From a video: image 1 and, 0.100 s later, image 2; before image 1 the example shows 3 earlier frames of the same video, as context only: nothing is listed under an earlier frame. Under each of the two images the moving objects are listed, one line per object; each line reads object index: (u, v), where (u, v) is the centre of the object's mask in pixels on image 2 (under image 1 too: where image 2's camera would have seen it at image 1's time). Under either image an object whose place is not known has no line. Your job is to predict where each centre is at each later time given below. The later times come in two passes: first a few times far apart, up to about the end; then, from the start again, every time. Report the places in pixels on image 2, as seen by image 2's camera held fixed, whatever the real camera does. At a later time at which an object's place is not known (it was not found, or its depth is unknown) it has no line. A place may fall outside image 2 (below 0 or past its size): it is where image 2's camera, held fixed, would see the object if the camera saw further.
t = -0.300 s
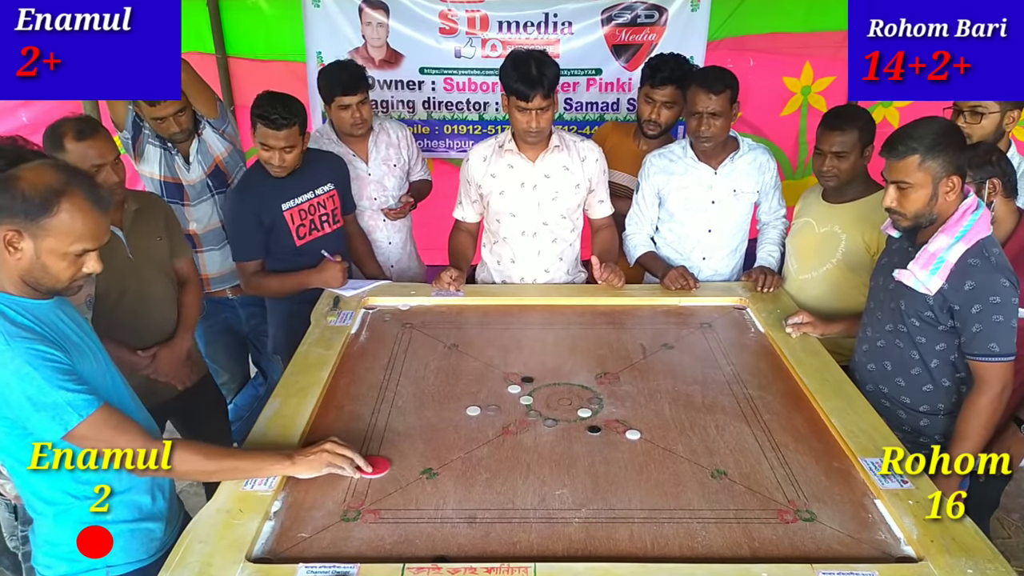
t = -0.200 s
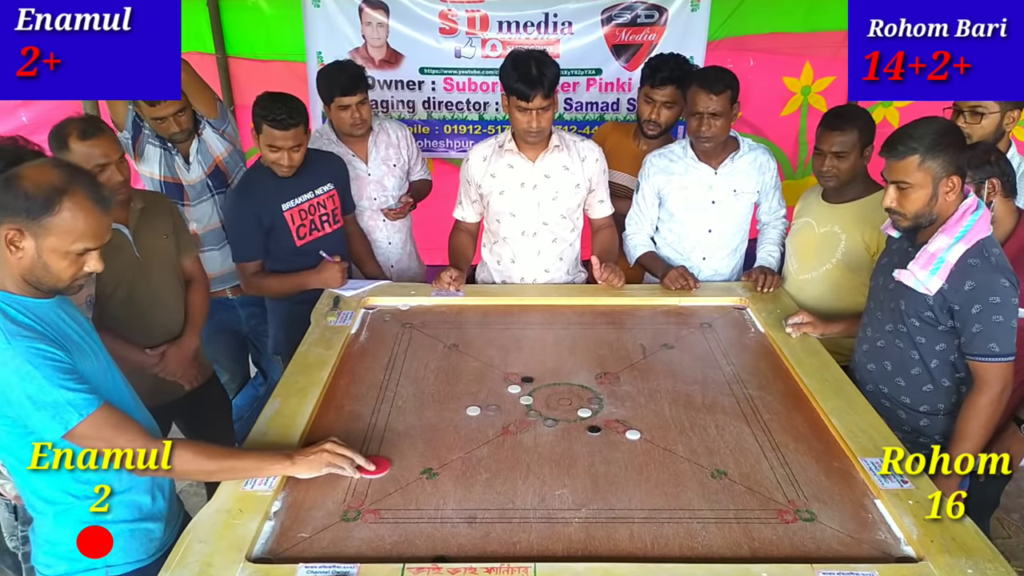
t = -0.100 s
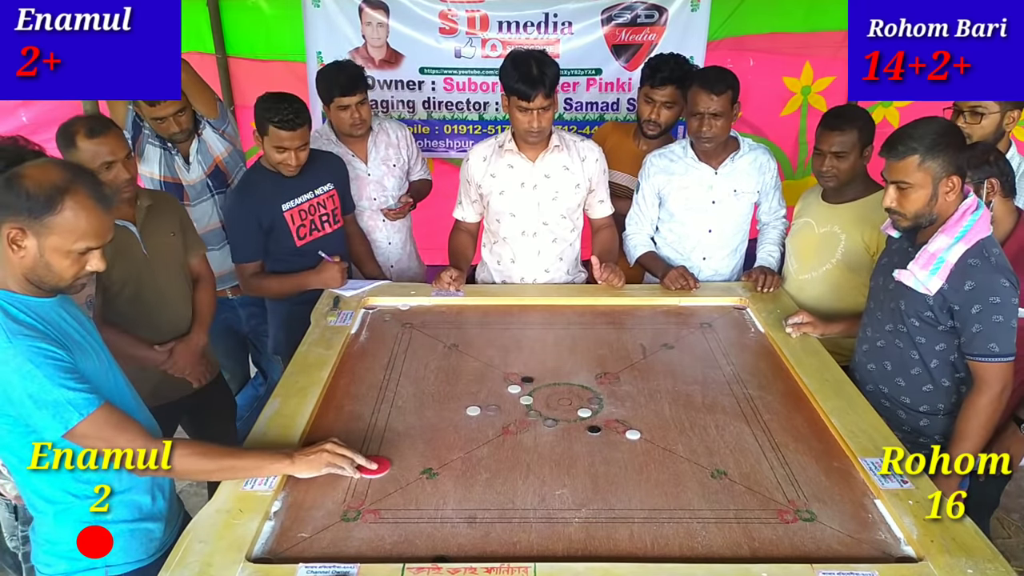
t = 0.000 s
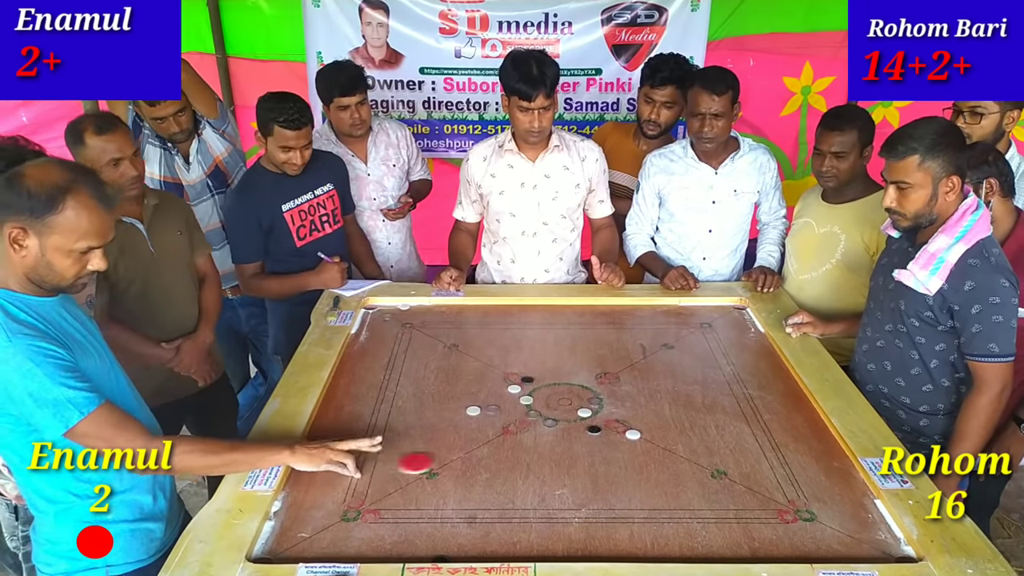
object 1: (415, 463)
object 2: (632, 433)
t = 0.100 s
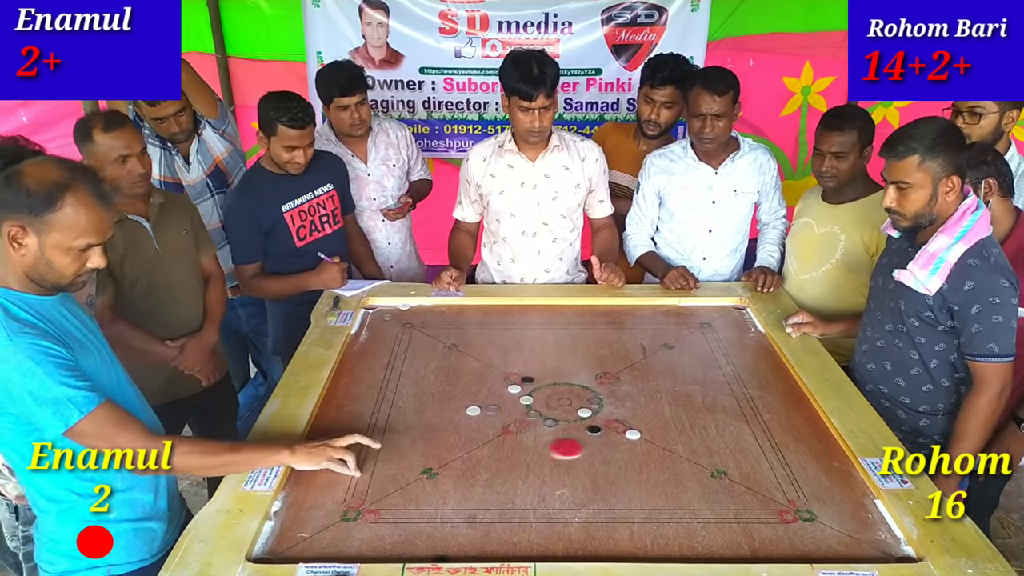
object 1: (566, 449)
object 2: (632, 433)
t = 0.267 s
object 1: (771, 441)
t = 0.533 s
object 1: (649, 435)
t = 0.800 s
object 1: (529, 435)
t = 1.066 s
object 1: (466, 437)
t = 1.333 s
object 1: (445, 437)
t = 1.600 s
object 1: (445, 437)
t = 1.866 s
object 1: (445, 437)
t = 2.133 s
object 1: (446, 437)
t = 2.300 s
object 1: (446, 437)
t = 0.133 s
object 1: (613, 444)
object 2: (632, 433)
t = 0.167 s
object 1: (654, 443)
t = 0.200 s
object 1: (693, 443)
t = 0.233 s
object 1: (732, 442)
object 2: (710, 380)
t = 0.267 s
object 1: (771, 441)
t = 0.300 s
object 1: (809, 441)
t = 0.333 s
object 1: (806, 440)
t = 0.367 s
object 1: (777, 439)
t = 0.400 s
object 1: (750, 439)
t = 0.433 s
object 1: (724, 437)
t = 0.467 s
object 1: (698, 437)
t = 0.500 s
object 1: (673, 436)
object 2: (654, 312)
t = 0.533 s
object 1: (649, 435)
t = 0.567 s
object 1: (626, 434)
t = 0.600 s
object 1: (607, 433)
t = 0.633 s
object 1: (591, 434)
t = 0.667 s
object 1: (577, 433)
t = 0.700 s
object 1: (563, 434)
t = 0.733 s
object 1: (551, 435)
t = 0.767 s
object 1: (540, 435)
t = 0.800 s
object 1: (529, 435)
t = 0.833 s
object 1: (520, 436)
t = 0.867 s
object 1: (510, 436)
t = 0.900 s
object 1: (502, 436)
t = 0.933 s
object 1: (494, 436)
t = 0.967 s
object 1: (486, 437)
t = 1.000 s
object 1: (478, 437)
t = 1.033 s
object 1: (472, 437)
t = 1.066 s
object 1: (466, 437)
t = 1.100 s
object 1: (461, 437)
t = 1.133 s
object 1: (457, 437)
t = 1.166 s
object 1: (453, 437)
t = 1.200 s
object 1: (450, 437)
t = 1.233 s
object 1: (448, 437)
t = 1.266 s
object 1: (447, 437)
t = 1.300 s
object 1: (446, 437)
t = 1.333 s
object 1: (445, 437)
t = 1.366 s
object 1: (445, 437)
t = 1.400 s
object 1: (445, 437)
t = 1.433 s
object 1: (445, 437)
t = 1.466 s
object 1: (445, 437)
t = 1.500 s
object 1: (445, 437)
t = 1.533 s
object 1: (445, 437)
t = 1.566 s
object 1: (445, 437)
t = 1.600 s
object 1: (445, 437)
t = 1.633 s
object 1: (445, 437)
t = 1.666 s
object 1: (445, 437)
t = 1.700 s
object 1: (445, 437)
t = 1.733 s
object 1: (445, 437)
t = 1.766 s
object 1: (445, 437)
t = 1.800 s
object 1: (445, 437)
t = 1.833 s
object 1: (445, 437)
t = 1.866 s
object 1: (445, 437)
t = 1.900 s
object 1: (445, 437)
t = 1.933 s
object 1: (445, 437)
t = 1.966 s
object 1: (445, 437)
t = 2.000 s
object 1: (445, 437)
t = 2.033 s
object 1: (445, 437)
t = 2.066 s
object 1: (445, 437)
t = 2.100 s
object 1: (446, 437)
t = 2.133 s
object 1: (446, 437)
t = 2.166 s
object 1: (445, 437)
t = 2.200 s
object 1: (445, 437)
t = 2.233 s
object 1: (445, 437)
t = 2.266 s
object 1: (445, 437)
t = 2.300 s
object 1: (446, 437)
